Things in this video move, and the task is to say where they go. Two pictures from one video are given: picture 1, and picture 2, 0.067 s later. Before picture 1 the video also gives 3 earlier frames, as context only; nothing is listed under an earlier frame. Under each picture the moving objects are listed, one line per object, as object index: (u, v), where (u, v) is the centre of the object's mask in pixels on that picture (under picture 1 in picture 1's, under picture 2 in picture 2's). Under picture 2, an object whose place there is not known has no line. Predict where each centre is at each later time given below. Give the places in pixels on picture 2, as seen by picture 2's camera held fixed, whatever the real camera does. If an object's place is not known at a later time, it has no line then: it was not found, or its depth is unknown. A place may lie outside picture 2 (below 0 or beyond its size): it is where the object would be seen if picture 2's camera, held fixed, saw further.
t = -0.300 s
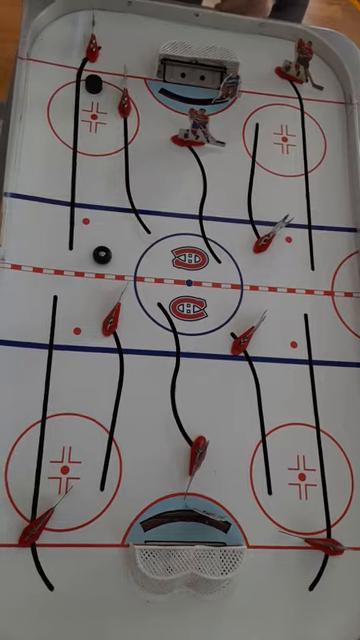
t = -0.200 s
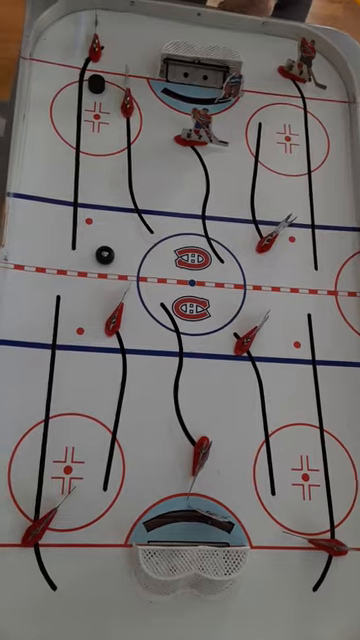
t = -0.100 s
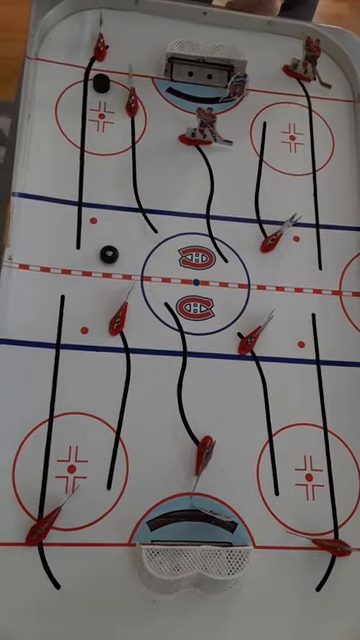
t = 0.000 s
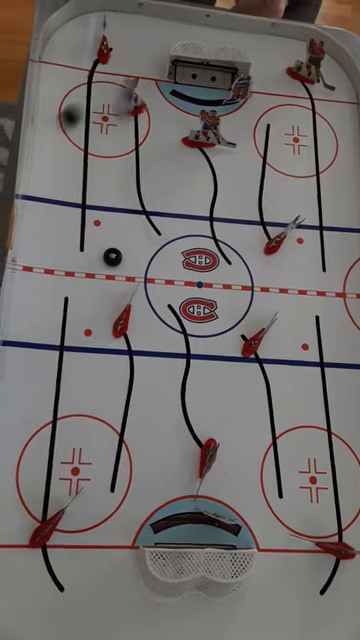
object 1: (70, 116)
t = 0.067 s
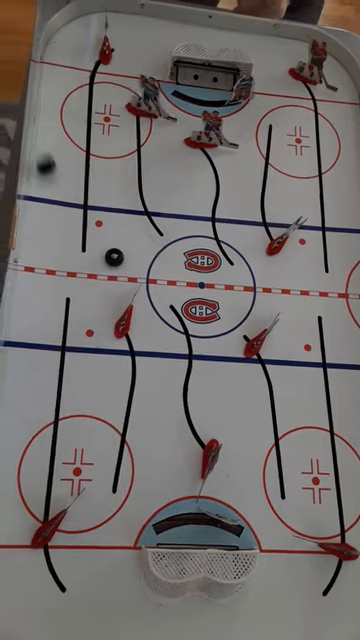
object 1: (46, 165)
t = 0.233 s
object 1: (78, 295)
